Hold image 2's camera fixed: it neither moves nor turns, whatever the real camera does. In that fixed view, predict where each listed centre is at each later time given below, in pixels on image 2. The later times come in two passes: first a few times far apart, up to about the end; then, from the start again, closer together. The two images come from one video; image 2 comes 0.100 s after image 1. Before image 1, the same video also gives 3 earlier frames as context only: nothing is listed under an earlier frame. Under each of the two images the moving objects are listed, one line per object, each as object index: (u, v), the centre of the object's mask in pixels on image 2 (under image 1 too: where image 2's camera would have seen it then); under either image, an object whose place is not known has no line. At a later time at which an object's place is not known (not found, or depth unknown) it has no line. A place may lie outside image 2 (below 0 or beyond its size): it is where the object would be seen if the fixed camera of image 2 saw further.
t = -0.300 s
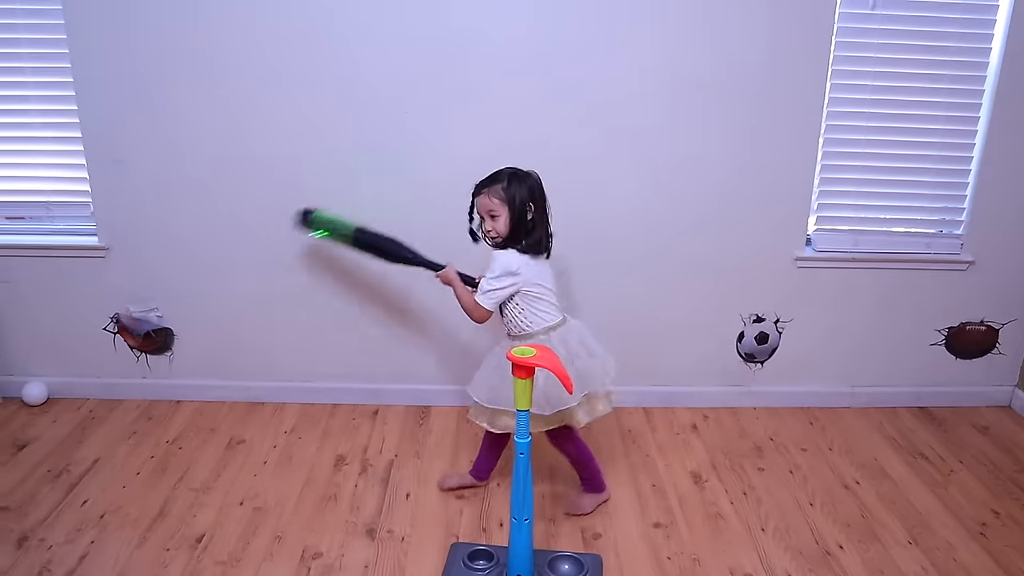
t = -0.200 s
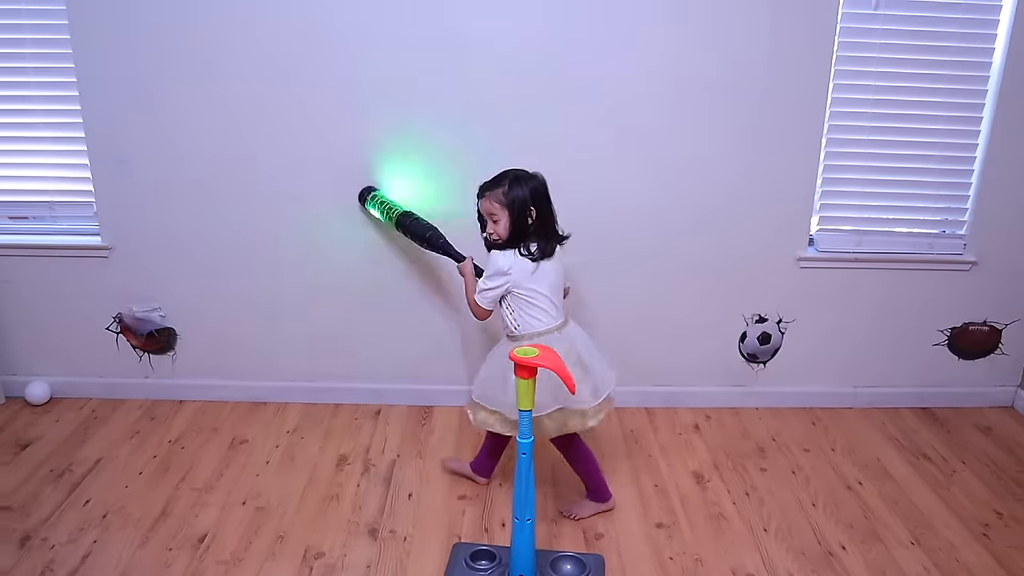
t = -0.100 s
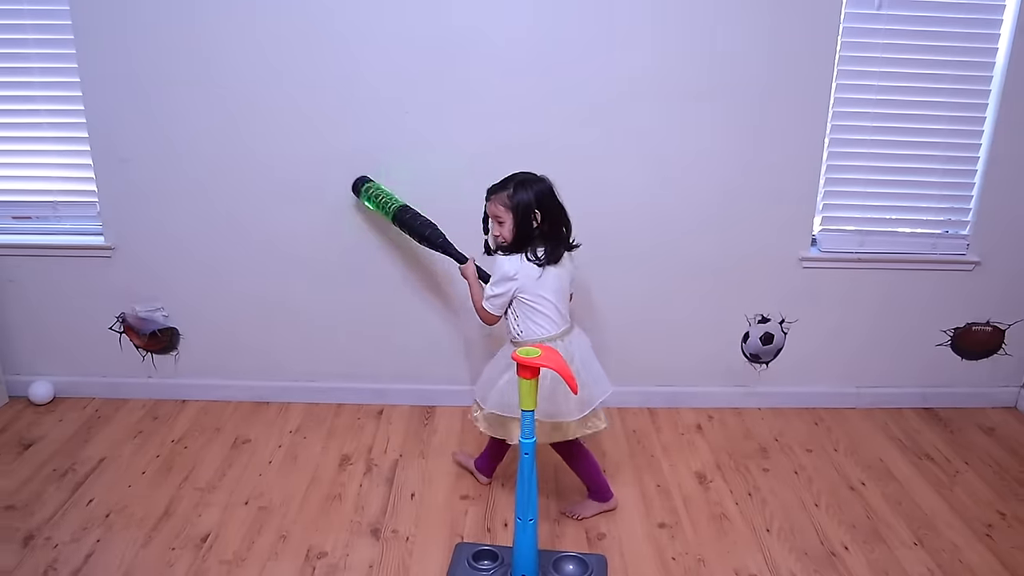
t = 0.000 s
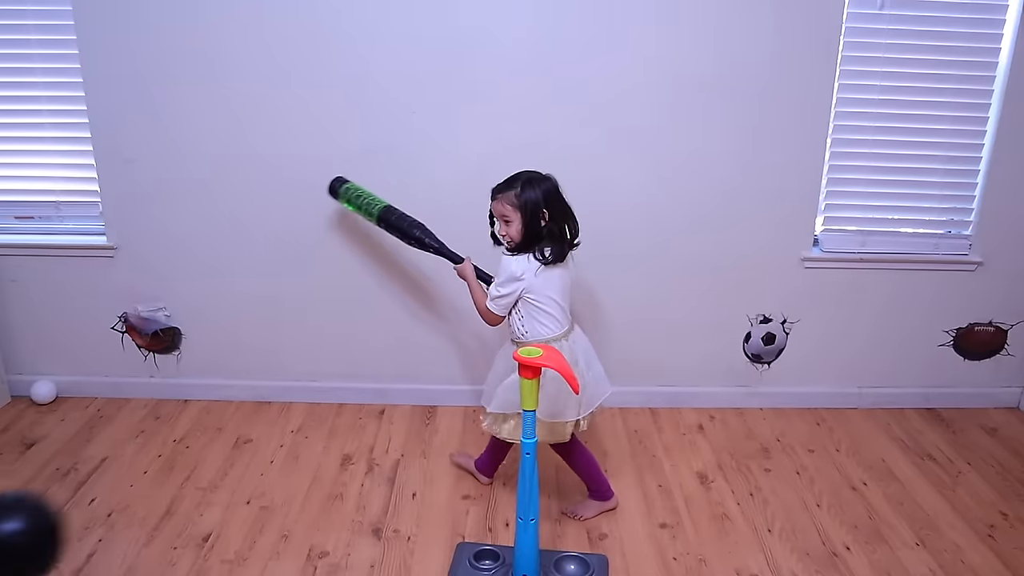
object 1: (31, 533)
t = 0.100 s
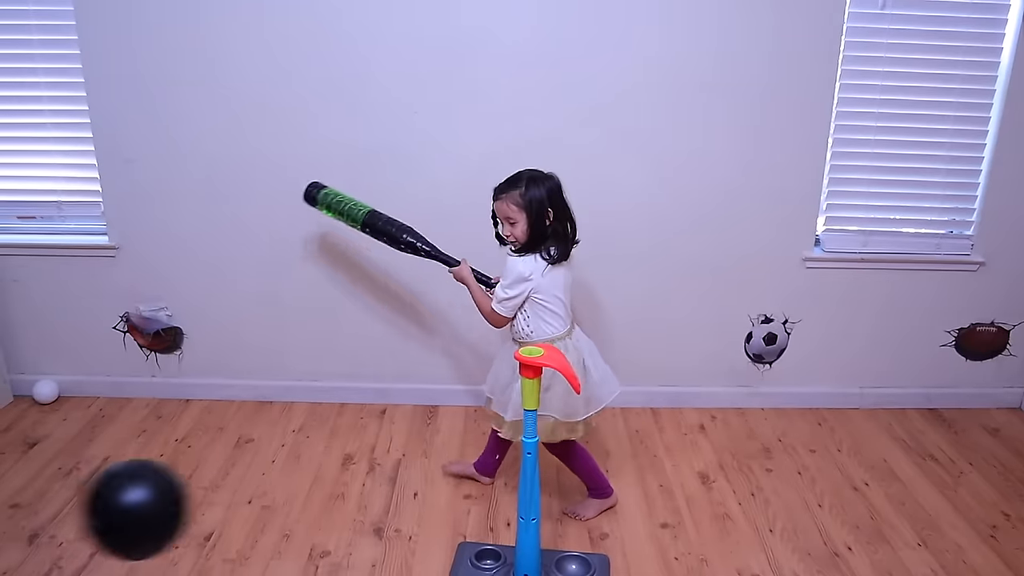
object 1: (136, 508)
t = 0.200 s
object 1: (260, 517)
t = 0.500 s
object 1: (626, 563)
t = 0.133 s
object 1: (177, 508)
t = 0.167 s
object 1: (217, 511)
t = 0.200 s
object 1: (260, 517)
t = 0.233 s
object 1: (302, 528)
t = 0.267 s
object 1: (348, 538)
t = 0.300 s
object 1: (396, 550)
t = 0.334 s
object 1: (441, 563)
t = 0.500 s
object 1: (626, 563)
